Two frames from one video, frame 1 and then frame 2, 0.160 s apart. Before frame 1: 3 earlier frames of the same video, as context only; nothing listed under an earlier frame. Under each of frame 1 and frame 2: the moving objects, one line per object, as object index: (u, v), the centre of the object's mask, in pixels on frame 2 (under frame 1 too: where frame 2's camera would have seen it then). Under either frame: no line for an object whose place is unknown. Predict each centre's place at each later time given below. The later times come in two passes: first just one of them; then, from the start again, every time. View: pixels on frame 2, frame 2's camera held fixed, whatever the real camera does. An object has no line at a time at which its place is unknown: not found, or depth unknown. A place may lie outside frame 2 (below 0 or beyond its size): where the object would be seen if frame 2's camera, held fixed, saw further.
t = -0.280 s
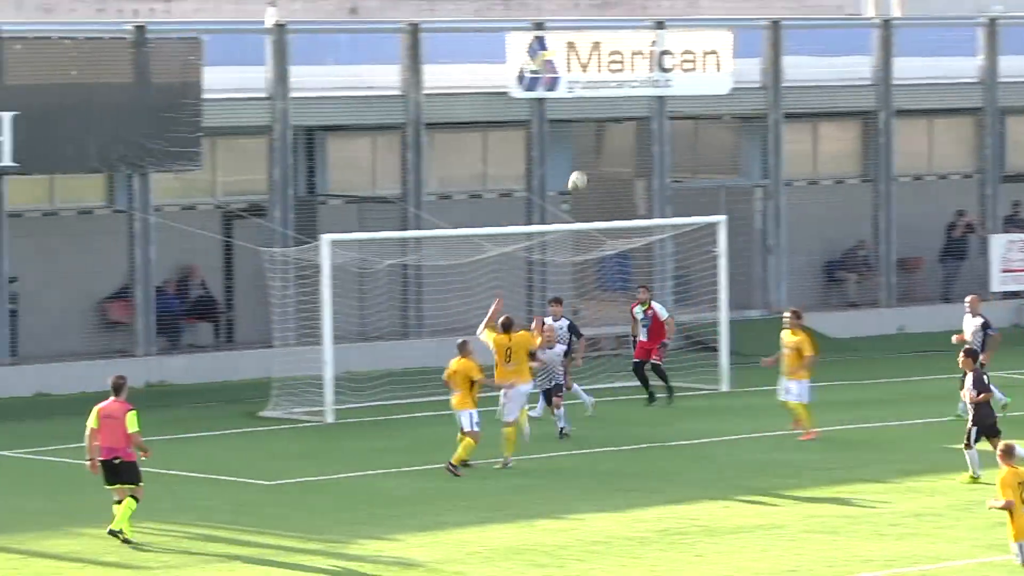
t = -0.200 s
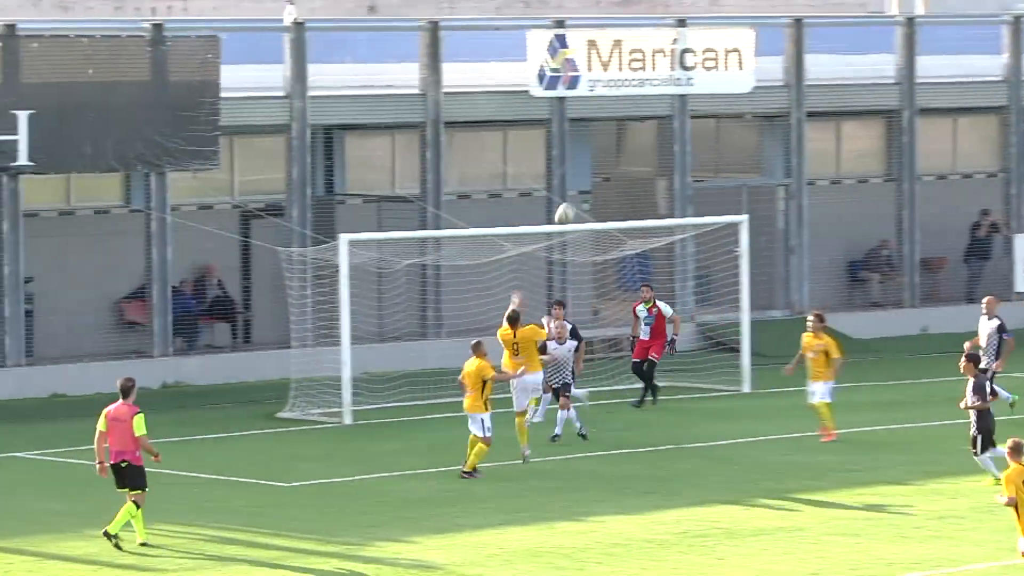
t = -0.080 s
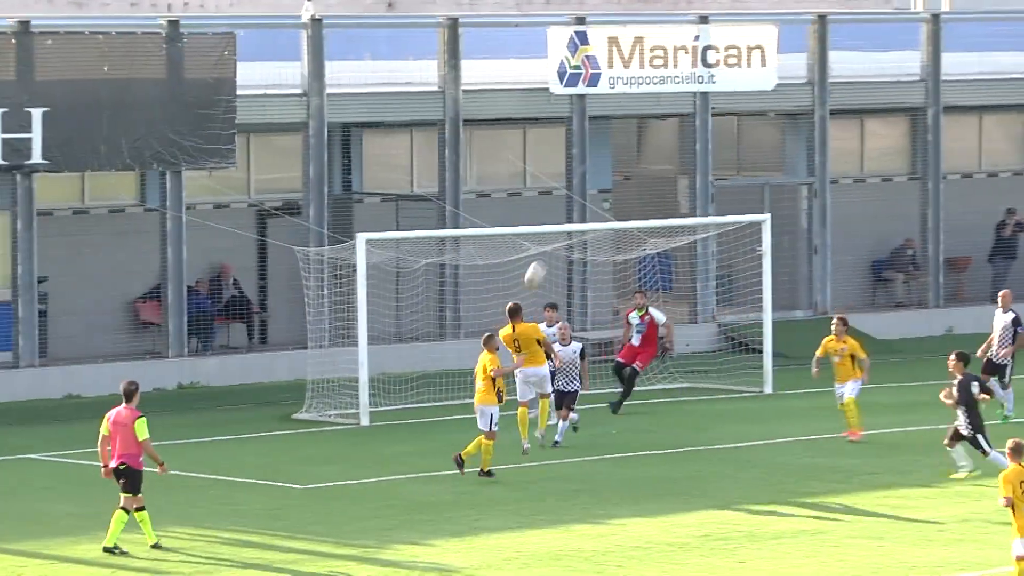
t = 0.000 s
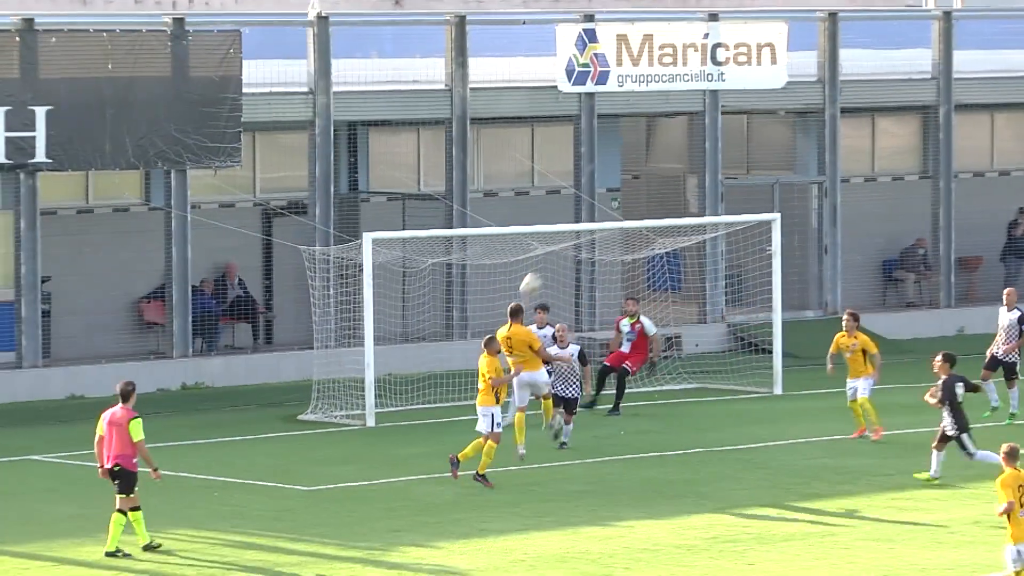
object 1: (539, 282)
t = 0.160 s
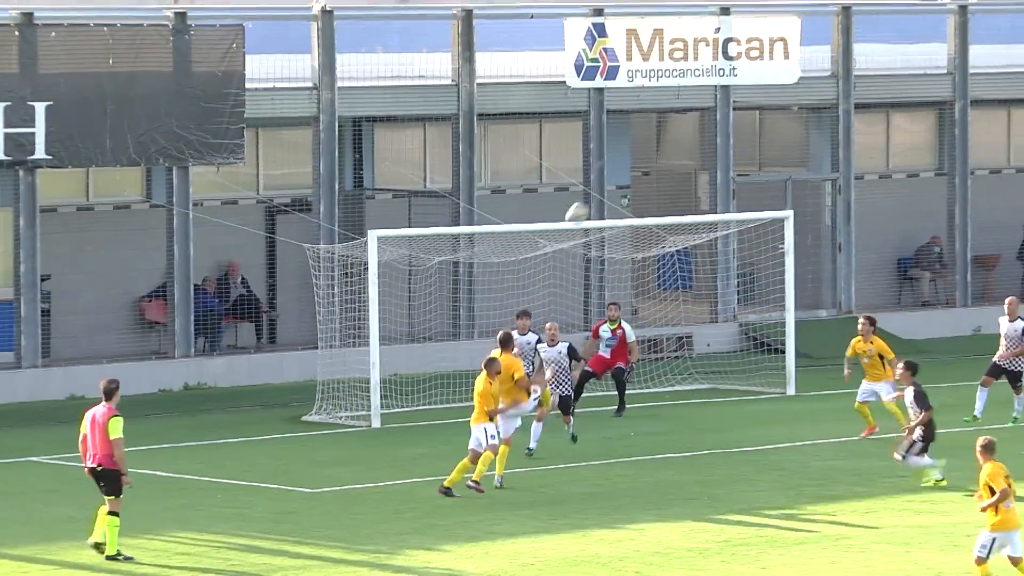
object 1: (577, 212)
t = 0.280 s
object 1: (604, 175)
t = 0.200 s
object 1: (585, 199)
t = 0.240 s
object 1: (595, 187)
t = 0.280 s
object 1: (604, 175)
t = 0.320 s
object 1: (613, 166)
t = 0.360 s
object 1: (621, 158)
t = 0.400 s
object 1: (629, 151)
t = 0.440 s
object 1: (638, 146)
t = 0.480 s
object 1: (646, 142)
